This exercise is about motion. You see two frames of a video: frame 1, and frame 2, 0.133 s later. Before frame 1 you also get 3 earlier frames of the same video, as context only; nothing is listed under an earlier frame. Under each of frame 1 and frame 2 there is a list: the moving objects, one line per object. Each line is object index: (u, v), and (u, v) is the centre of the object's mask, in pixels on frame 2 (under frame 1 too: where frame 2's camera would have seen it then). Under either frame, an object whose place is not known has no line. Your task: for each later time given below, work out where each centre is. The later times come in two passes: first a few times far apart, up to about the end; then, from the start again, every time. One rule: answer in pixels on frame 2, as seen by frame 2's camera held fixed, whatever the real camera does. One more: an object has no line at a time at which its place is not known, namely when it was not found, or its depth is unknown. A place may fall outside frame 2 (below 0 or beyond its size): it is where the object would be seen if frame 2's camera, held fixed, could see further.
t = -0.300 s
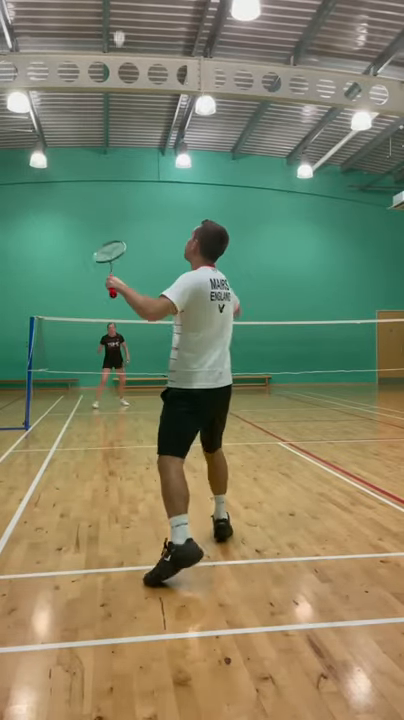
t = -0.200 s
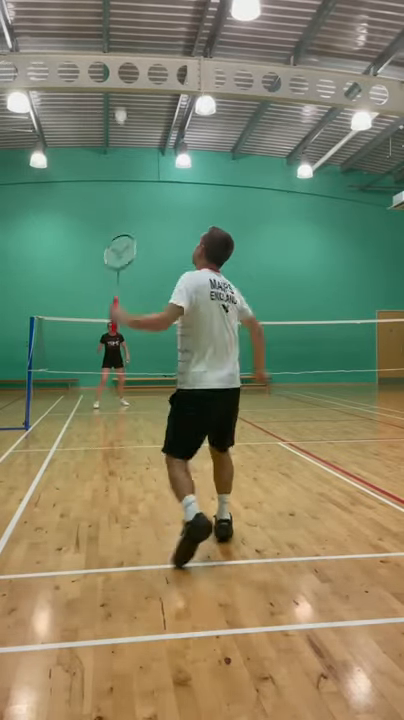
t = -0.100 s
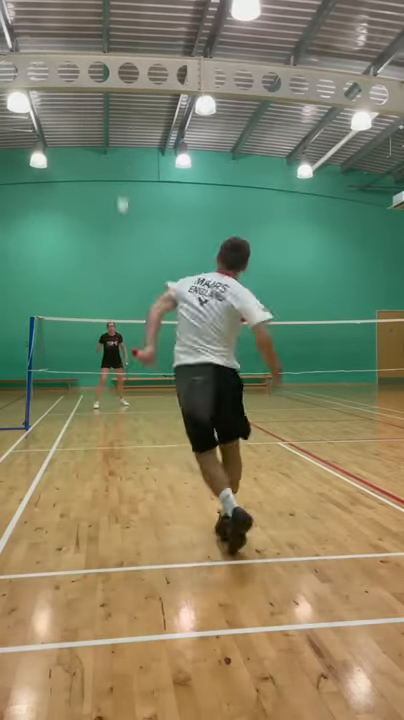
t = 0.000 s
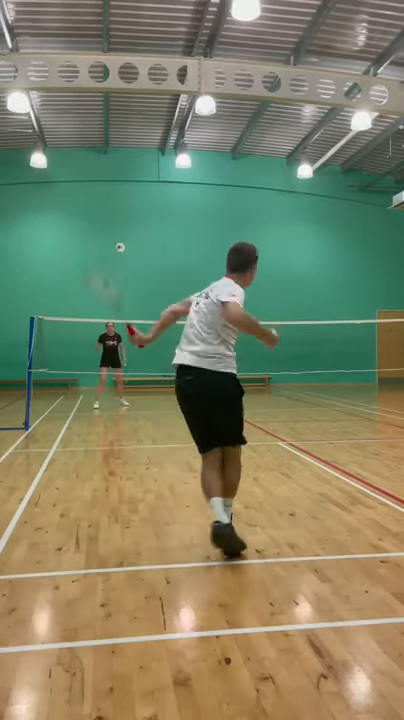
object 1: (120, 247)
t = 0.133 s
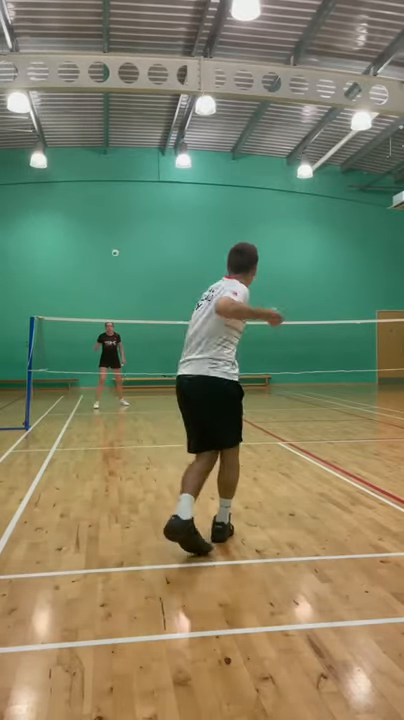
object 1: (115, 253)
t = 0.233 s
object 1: (113, 264)
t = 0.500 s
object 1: (113, 307)
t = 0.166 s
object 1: (114, 256)
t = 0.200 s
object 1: (113, 260)
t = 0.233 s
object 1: (113, 264)
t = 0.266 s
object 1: (113, 268)
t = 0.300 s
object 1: (114, 272)
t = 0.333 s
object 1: (113, 278)
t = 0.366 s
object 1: (113, 283)
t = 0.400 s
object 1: (113, 289)
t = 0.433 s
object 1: (113, 294)
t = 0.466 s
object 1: (113, 300)
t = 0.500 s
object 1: (113, 307)
